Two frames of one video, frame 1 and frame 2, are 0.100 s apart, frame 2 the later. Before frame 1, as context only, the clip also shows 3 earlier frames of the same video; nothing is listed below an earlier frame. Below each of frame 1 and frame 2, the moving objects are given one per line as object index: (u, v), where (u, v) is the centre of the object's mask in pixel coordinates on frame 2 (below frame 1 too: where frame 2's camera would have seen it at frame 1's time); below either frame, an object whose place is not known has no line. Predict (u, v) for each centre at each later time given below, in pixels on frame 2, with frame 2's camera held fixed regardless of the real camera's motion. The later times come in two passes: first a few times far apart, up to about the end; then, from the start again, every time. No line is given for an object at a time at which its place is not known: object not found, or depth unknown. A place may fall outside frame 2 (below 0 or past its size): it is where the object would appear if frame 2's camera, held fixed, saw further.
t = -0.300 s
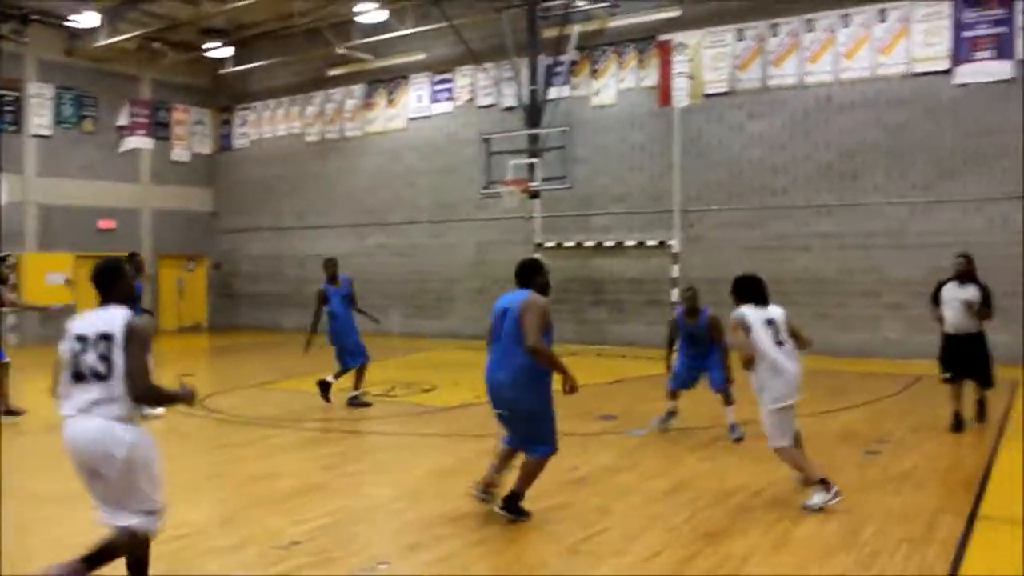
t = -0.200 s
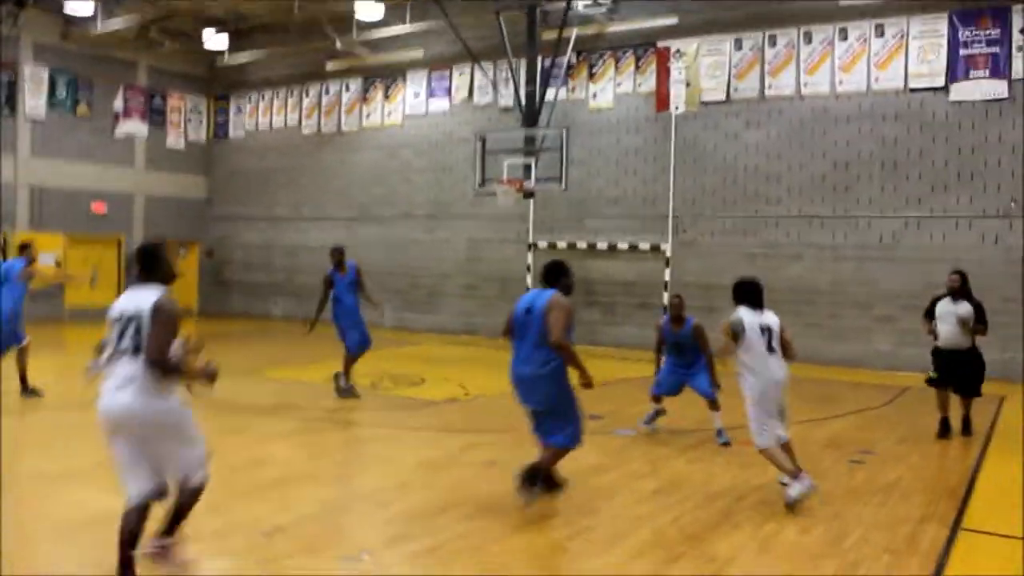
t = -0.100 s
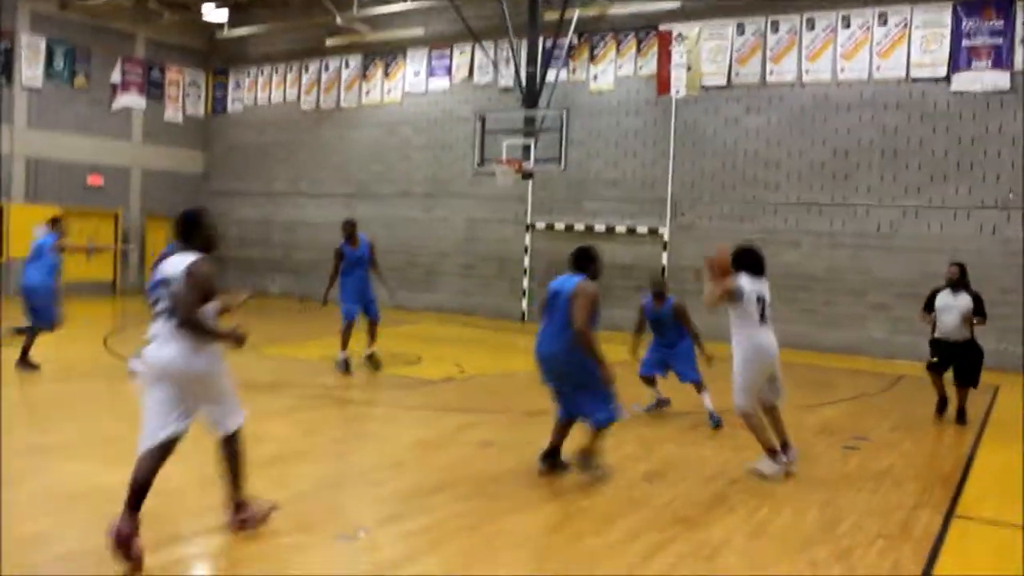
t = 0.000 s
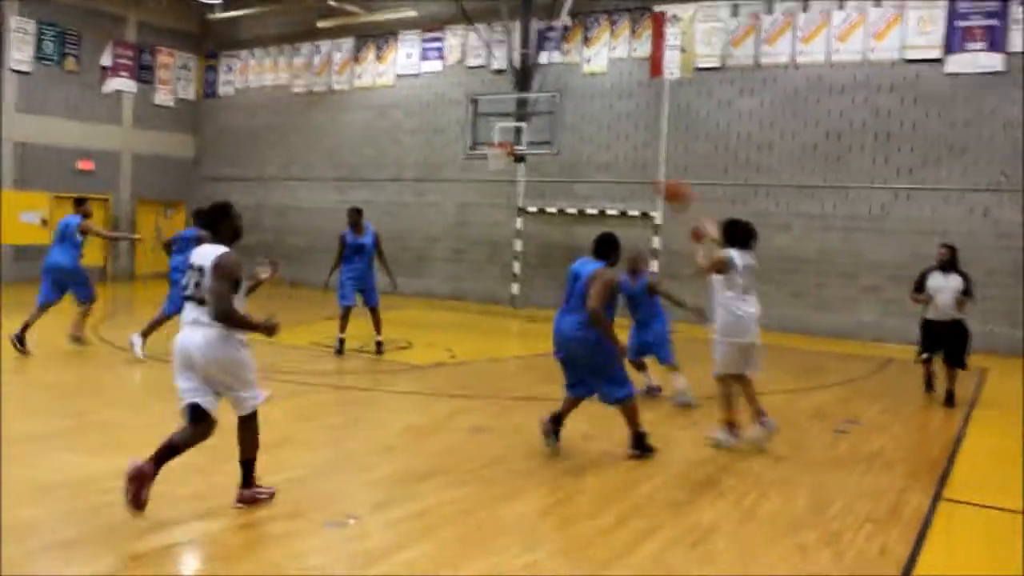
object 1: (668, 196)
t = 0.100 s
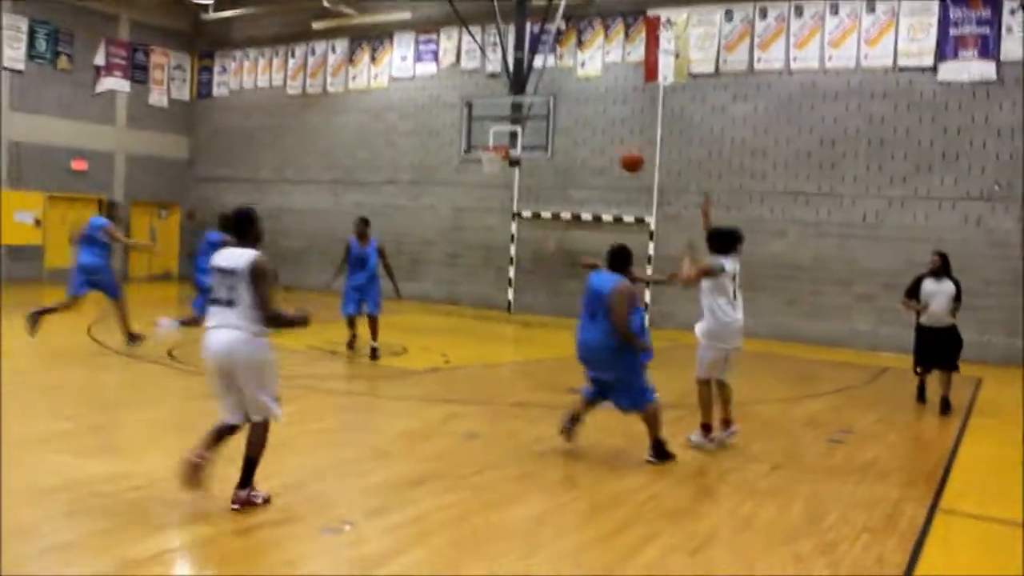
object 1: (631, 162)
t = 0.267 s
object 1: (583, 130)
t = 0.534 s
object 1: (529, 134)
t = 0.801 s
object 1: (489, 181)
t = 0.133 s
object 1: (621, 151)
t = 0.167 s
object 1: (611, 143)
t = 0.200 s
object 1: (602, 138)
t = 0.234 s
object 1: (592, 133)
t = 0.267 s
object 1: (583, 130)
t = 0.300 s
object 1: (574, 127)
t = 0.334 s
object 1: (566, 125)
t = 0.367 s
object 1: (559, 124)
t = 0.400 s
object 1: (553, 125)
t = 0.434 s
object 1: (546, 126)
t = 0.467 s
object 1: (539, 128)
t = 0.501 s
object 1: (535, 130)
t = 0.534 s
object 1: (529, 134)
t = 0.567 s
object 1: (523, 138)
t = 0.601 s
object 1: (517, 142)
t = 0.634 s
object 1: (511, 148)
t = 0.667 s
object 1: (507, 153)
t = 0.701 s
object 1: (503, 156)
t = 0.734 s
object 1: (496, 166)
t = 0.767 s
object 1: (492, 172)
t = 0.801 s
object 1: (489, 181)
